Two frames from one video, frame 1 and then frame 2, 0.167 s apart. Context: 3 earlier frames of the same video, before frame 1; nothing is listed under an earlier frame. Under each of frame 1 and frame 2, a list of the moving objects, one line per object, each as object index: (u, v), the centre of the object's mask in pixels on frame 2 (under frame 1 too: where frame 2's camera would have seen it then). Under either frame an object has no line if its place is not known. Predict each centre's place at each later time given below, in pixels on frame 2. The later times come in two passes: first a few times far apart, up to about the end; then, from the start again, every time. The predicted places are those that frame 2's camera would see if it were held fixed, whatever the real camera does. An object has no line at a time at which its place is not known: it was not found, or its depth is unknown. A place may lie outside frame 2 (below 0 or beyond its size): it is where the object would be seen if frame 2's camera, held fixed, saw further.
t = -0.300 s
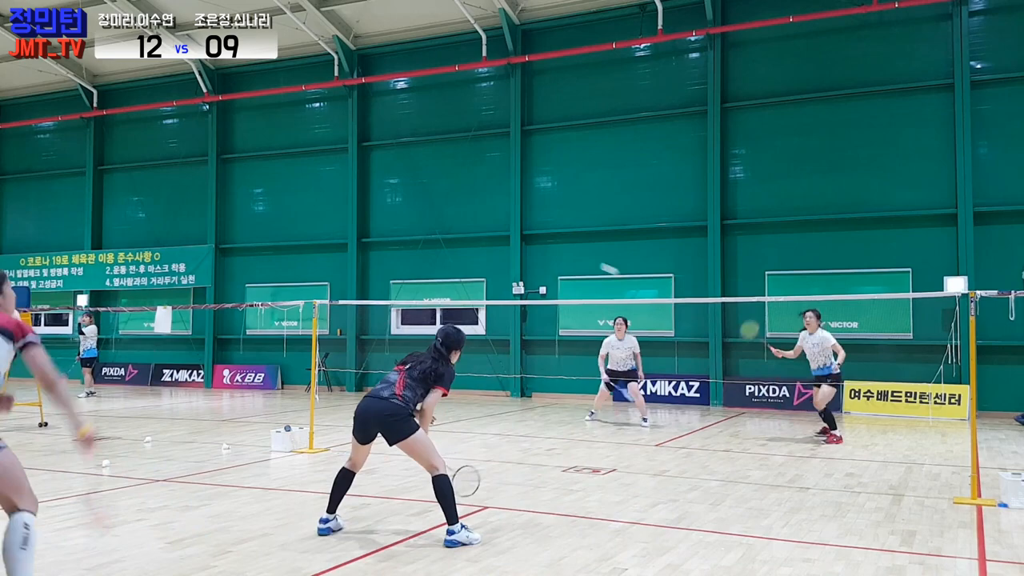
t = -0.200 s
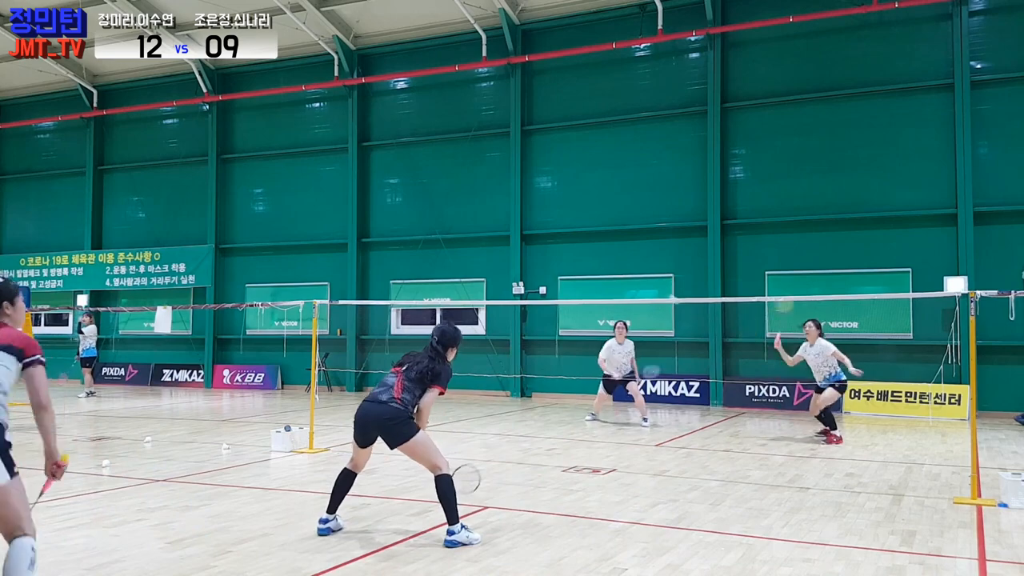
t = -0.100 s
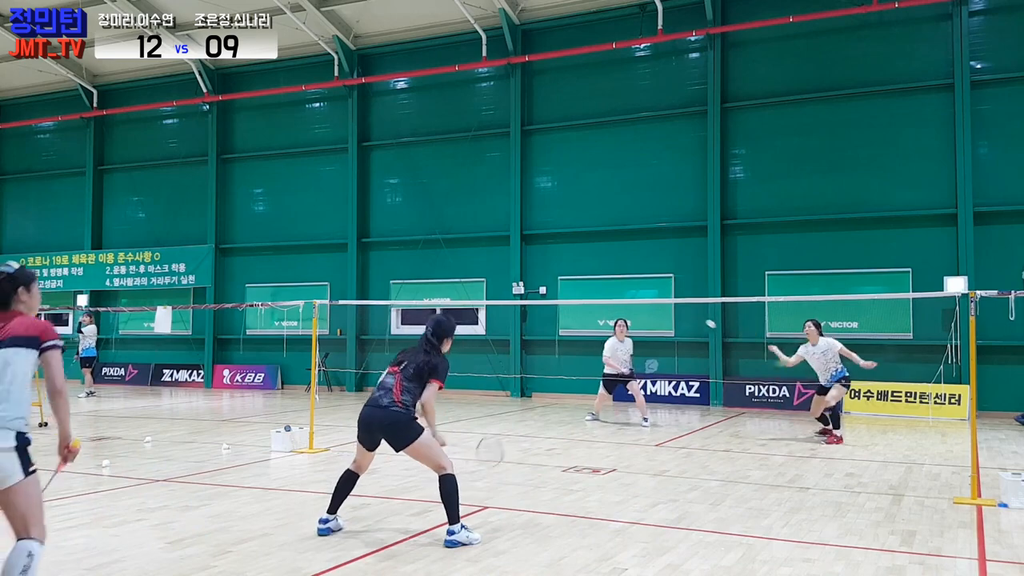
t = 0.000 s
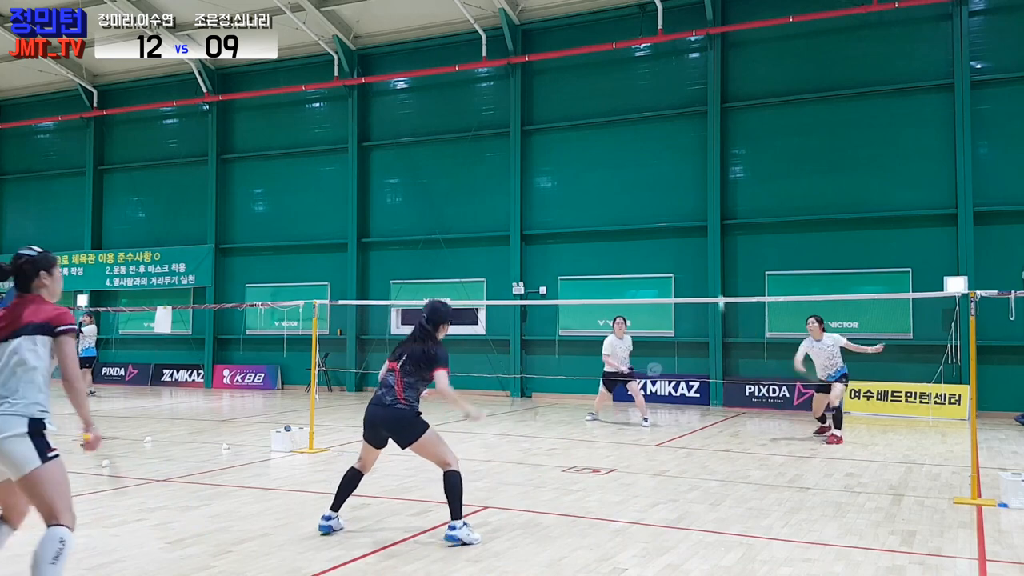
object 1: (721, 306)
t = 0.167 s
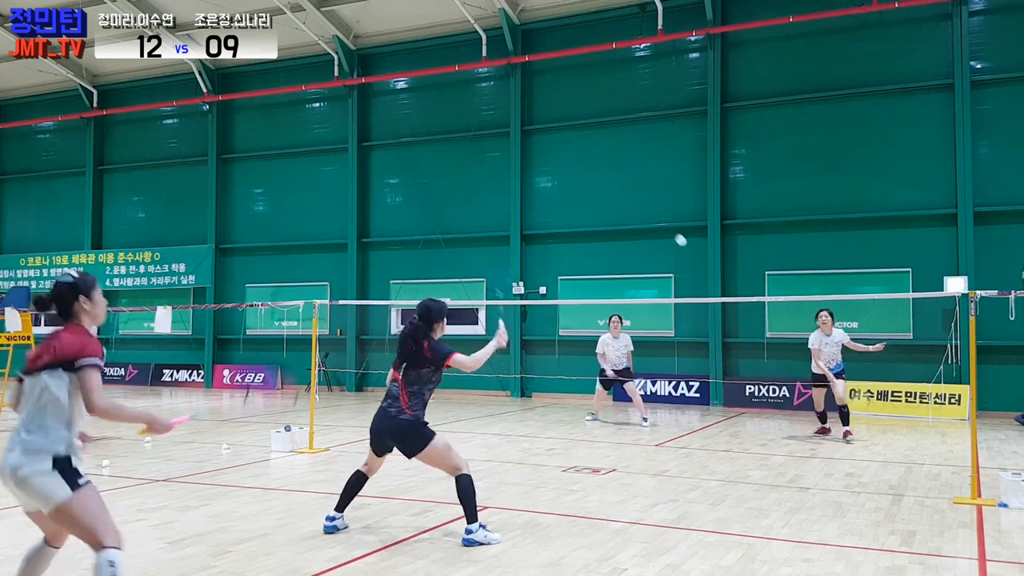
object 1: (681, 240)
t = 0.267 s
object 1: (657, 216)
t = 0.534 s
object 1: (582, 226)
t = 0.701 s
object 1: (521, 315)
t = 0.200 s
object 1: (672, 230)
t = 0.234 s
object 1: (666, 222)
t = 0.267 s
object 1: (657, 216)
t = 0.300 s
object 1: (648, 210)
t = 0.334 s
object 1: (641, 207)
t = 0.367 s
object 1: (632, 205)
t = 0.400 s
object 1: (623, 205)
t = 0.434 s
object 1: (613, 207)
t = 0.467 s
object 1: (604, 211)
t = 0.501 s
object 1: (594, 217)
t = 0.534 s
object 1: (582, 226)
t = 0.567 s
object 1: (571, 237)
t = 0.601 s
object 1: (560, 252)
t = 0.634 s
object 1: (547, 269)
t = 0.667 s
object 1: (535, 289)
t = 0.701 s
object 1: (521, 315)
